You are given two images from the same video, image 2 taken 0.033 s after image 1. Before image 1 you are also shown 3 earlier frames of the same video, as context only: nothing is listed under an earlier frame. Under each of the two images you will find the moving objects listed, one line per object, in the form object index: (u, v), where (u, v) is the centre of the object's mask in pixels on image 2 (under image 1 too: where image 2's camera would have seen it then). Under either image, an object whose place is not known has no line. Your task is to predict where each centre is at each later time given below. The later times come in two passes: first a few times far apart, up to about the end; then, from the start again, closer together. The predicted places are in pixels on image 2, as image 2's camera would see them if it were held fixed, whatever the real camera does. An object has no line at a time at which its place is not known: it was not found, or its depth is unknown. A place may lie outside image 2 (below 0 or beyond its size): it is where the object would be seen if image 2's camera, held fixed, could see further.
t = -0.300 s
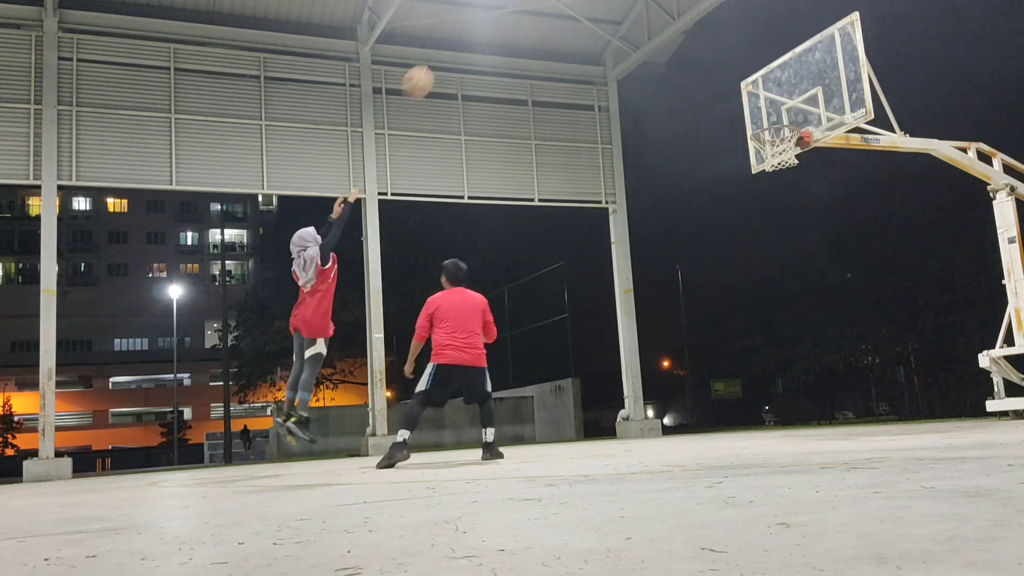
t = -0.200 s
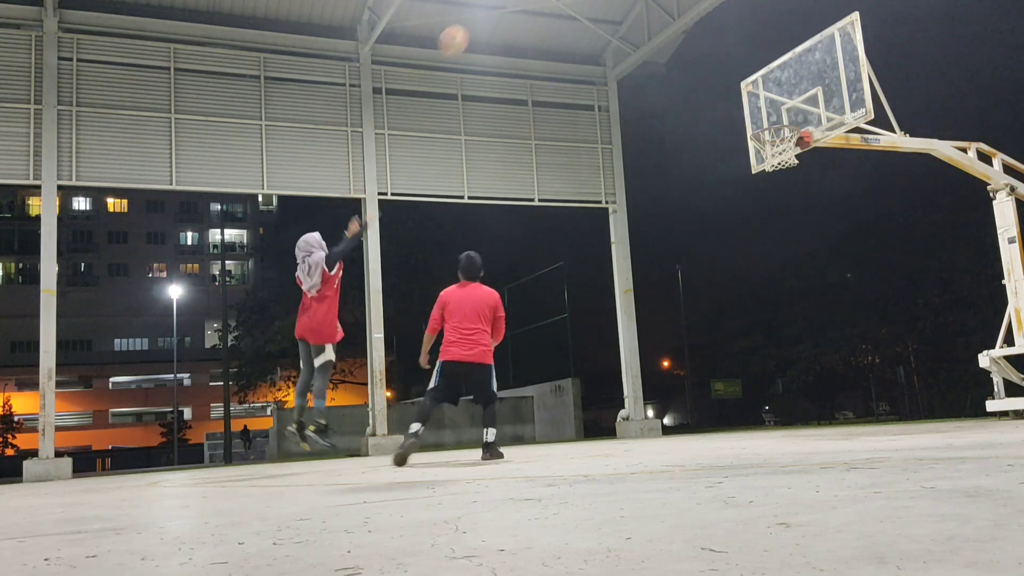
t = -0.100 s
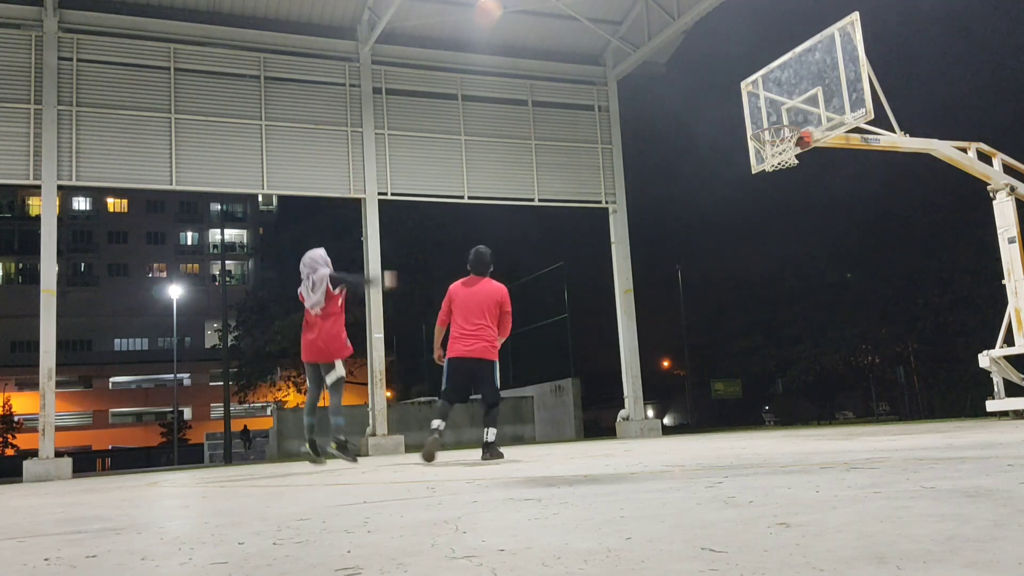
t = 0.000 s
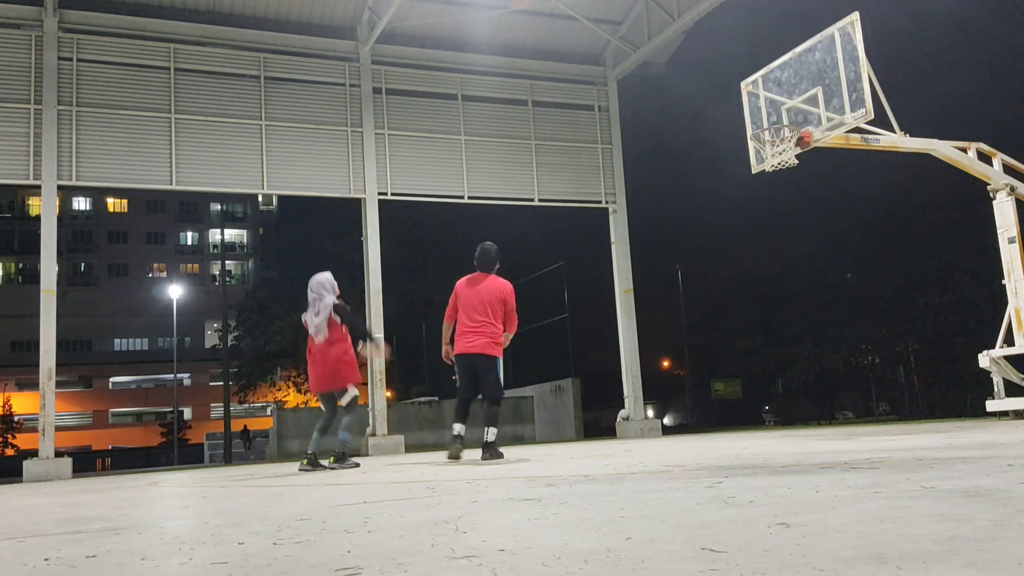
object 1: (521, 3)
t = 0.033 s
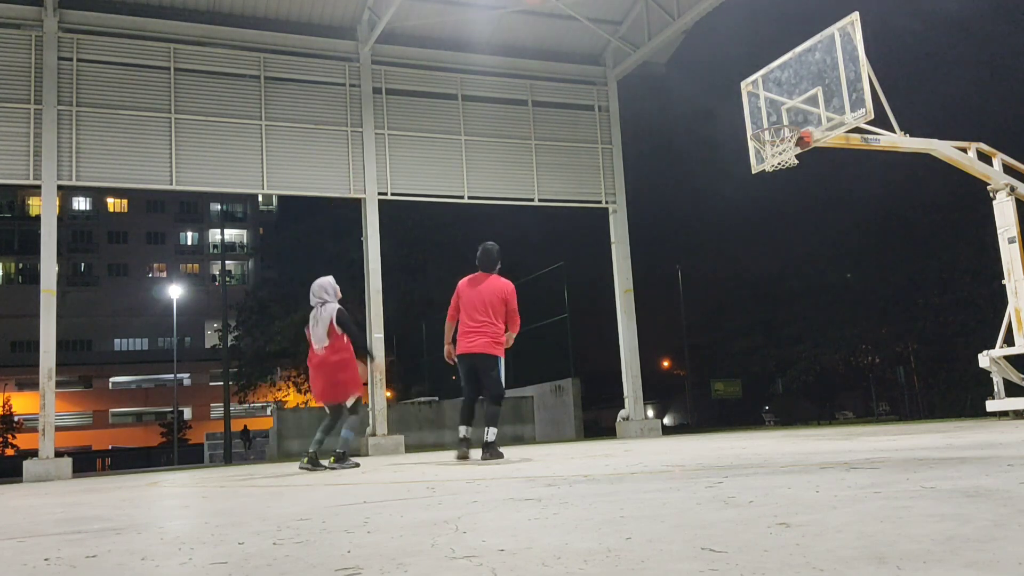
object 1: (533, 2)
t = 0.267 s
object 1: (608, 3)
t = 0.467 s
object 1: (671, 35)
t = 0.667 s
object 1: (734, 111)
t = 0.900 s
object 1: (670, 117)
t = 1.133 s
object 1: (580, 152)
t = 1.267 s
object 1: (529, 198)
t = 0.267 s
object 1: (608, 3)
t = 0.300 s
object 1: (619, 5)
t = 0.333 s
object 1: (629, 7)
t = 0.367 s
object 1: (640, 11)
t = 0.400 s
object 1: (650, 17)
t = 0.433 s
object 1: (660, 25)
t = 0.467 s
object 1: (671, 35)
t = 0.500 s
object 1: (682, 45)
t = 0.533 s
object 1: (692, 57)
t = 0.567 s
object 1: (703, 69)
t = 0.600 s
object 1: (714, 82)
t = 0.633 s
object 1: (724, 96)
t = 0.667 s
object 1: (734, 111)
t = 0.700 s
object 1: (744, 125)
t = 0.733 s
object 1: (733, 124)
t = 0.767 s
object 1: (721, 121)
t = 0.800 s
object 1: (708, 118)
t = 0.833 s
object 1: (695, 117)
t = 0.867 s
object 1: (682, 117)
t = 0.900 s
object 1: (670, 117)
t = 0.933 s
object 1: (657, 119)
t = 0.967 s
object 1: (644, 122)
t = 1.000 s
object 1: (632, 125)
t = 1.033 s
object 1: (619, 130)
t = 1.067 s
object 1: (606, 136)
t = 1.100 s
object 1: (593, 143)
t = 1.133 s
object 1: (580, 152)
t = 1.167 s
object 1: (568, 161)
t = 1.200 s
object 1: (556, 171)
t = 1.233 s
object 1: (543, 183)
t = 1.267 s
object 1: (529, 198)
